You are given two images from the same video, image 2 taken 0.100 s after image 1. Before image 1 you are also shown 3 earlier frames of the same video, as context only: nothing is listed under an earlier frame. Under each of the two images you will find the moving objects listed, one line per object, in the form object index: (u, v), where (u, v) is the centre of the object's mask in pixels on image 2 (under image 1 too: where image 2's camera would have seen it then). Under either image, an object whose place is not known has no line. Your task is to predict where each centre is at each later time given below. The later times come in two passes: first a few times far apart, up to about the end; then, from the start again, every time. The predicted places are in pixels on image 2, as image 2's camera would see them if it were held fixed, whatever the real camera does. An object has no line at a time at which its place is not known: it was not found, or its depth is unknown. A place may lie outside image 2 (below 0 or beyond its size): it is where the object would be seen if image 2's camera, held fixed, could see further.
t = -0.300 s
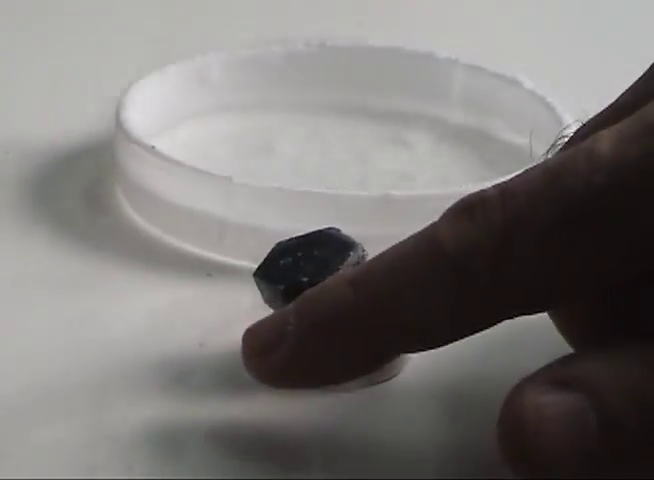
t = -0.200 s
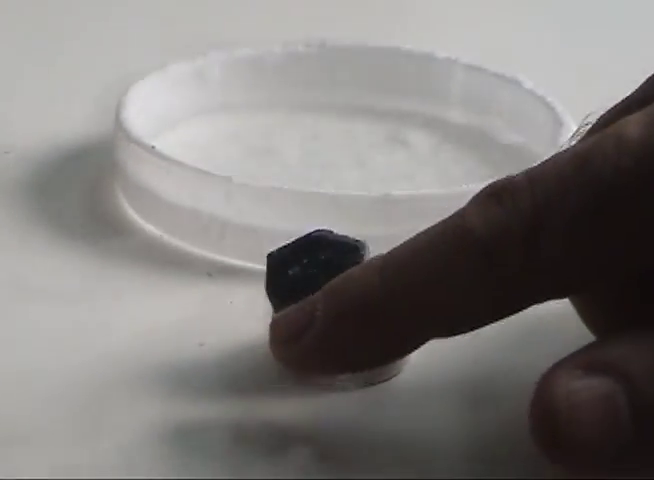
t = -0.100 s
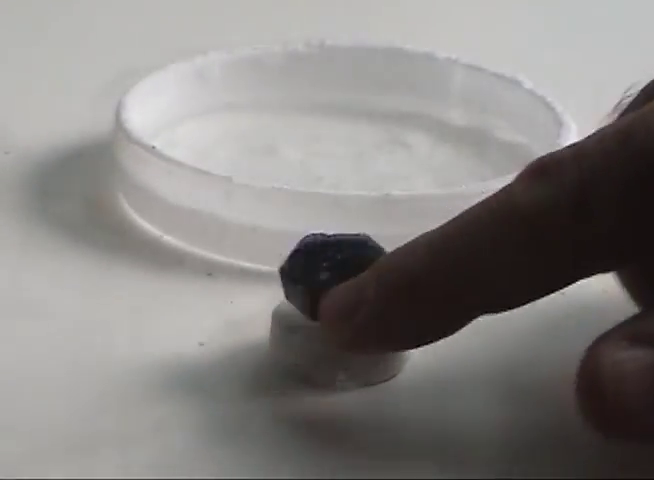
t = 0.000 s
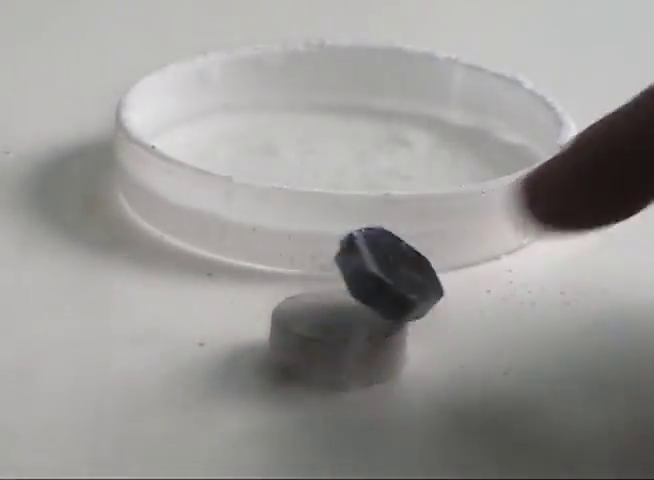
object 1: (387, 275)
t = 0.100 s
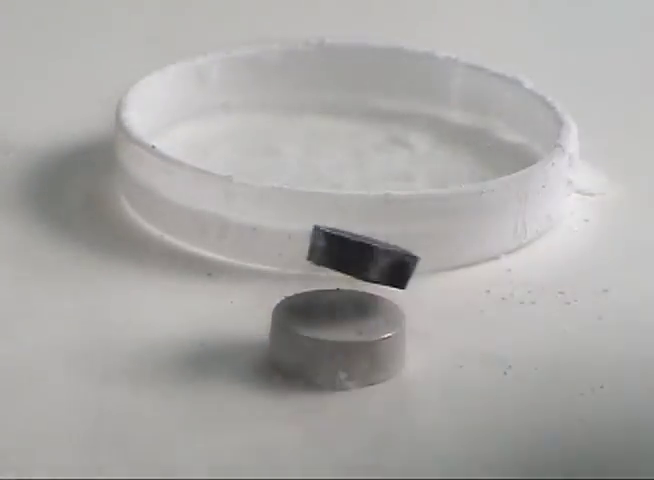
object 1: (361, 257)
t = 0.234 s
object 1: (326, 254)
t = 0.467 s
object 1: (344, 283)
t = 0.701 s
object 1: (363, 257)
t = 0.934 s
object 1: (322, 255)
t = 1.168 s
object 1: (328, 284)
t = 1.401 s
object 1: (378, 261)
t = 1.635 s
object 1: (364, 253)
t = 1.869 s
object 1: (390, 269)
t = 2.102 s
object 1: (297, 281)
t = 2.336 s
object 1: (294, 254)
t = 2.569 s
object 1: (281, 275)
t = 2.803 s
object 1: (393, 298)
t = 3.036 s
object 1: (431, 288)
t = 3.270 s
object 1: (429, 327)
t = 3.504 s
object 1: (317, 348)
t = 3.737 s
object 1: (236, 325)
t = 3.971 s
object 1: (241, 334)
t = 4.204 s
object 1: (261, 346)
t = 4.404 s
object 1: (260, 347)
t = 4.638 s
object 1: (258, 345)
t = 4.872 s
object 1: (254, 344)
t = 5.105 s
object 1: (254, 350)
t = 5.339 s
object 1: (254, 352)
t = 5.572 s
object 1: (247, 361)
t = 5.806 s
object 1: (241, 386)
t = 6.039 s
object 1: (242, 387)
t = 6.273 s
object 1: (242, 387)
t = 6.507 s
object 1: (242, 388)
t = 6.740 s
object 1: (241, 388)
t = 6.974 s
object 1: (241, 388)
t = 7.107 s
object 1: (242, 387)
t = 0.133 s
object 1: (358, 256)
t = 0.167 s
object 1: (343, 255)
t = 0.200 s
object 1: (328, 253)
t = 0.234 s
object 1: (326, 254)
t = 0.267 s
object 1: (323, 257)
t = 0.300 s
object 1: (307, 261)
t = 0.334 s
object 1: (297, 266)
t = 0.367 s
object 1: (306, 269)
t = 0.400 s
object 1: (314, 277)
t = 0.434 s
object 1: (324, 284)
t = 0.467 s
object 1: (344, 283)
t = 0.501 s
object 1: (367, 281)
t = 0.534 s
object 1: (377, 279)
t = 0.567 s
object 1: (379, 272)
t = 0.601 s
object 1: (381, 266)
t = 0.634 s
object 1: (379, 263)
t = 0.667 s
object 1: (371, 260)
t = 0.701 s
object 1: (363, 257)
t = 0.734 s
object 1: (359, 255)
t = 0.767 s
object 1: (353, 254)
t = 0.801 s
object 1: (345, 254)
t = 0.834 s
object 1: (340, 252)
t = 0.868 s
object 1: (335, 251)
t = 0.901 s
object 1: (328, 253)
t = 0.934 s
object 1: (322, 255)
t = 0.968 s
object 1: (315, 255)
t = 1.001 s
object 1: (309, 258)
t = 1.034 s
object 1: (302, 262)
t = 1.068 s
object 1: (298, 268)
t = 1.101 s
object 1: (301, 273)
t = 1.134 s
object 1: (311, 279)
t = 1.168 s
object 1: (328, 284)
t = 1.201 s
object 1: (347, 285)
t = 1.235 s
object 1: (367, 284)
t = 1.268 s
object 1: (380, 280)
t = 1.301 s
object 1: (385, 273)
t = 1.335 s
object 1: (385, 269)
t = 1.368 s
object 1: (383, 264)
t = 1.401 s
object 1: (378, 261)
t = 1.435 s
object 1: (373, 259)
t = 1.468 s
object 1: (370, 257)
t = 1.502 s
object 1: (367, 255)
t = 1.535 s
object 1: (364, 254)
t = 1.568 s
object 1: (363, 254)
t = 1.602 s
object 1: (363, 253)
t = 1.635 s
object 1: (364, 253)
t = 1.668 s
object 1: (365, 253)
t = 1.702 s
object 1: (369, 255)
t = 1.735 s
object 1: (372, 256)
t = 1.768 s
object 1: (376, 259)
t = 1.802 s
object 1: (380, 261)
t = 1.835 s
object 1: (386, 264)
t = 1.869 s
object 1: (390, 269)
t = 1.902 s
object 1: (390, 275)
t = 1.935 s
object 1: (384, 281)
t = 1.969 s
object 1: (371, 286)
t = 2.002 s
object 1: (353, 289)
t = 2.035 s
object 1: (331, 289)
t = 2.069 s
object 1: (311, 286)
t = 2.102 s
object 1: (297, 281)
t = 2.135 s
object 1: (289, 275)
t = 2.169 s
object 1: (286, 269)
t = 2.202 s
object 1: (286, 265)
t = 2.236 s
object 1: (289, 261)
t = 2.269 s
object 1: (291, 258)
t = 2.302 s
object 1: (293, 255)
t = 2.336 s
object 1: (294, 254)
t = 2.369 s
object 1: (294, 255)
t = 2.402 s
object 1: (292, 256)
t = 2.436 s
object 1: (289, 258)
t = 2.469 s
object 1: (286, 261)
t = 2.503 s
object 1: (282, 265)
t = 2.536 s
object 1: (280, 270)
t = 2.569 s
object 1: (281, 275)
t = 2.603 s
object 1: (287, 282)
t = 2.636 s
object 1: (298, 289)
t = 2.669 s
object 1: (313, 295)
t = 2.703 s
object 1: (334, 297)
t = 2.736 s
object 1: (357, 300)
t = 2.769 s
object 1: (377, 301)
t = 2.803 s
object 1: (393, 298)
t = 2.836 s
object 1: (405, 295)
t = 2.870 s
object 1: (413, 292)
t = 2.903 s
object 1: (418, 289)
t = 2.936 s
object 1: (419, 287)
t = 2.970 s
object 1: (424, 285)
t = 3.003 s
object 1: (427, 286)
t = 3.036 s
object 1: (431, 288)
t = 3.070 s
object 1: (434, 293)
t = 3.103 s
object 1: (439, 300)
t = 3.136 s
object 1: (441, 307)
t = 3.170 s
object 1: (441, 313)
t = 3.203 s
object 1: (439, 316)
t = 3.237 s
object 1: (435, 321)
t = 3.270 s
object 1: (429, 327)
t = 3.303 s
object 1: (421, 332)
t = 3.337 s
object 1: (412, 335)
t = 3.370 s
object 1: (396, 342)
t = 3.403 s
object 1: (378, 346)
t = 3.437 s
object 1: (359, 348)
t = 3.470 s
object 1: (338, 350)
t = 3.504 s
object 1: (317, 348)
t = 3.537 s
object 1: (295, 345)
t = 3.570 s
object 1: (277, 341)
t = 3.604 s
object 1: (260, 333)
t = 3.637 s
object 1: (252, 332)
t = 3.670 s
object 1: (241, 325)
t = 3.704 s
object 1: (239, 326)
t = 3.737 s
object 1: (236, 325)
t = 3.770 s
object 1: (233, 323)
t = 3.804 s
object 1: (231, 323)
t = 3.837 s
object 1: (231, 322)
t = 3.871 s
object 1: (232, 324)
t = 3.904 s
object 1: (230, 320)
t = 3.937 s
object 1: (232, 324)
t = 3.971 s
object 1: (241, 334)
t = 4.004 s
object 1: (247, 338)
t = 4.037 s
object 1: (254, 341)
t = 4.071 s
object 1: (259, 343)
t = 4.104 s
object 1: (261, 345)
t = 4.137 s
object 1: (261, 346)
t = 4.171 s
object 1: (260, 346)
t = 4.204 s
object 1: (261, 346)
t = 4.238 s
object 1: (261, 346)
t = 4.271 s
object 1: (261, 346)
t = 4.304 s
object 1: (261, 346)
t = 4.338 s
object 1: (261, 346)
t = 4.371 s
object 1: (260, 346)
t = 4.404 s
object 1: (260, 347)
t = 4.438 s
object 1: (259, 345)
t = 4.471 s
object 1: (259, 346)
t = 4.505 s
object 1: (260, 346)
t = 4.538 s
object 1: (259, 346)
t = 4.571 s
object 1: (258, 345)
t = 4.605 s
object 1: (257, 345)
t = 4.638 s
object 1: (258, 345)
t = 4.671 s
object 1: (256, 346)
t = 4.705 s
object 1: (257, 347)
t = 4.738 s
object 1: (257, 348)
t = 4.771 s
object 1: (256, 345)
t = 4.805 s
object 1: (256, 348)
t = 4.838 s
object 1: (256, 346)
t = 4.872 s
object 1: (254, 344)
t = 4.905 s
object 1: (253, 347)
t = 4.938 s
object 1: (254, 349)
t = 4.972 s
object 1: (254, 350)
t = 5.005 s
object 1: (256, 349)
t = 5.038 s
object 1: (255, 350)
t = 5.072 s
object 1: (255, 350)
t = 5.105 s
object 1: (254, 350)
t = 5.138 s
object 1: (254, 349)
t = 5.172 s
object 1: (254, 350)
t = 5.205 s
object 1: (254, 351)
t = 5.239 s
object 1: (254, 351)
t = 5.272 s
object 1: (254, 352)
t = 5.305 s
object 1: (254, 352)
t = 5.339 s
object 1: (254, 352)
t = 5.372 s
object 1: (253, 354)
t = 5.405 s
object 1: (252, 355)
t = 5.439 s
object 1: (253, 355)
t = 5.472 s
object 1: (252, 356)
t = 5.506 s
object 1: (252, 357)
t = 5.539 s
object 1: (251, 361)
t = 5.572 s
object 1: (247, 361)
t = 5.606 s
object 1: (242, 366)
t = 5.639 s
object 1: (236, 381)
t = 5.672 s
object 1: (236, 385)
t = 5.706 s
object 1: (245, 382)
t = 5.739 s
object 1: (243, 385)
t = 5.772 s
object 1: (241, 387)
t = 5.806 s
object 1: (241, 386)
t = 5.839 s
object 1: (242, 386)
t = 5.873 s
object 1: (242, 386)
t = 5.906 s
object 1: (242, 386)
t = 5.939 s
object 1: (243, 386)
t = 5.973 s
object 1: (243, 386)
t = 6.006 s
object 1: (242, 387)
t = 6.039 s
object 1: (242, 387)
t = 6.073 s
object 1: (242, 387)
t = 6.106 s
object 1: (242, 387)
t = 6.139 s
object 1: (242, 387)
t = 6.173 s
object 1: (242, 387)
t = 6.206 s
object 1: (242, 387)
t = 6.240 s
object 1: (242, 387)
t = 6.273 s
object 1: (242, 387)
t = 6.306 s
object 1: (242, 387)
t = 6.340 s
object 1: (242, 387)
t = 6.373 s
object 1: (242, 387)
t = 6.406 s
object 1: (242, 387)
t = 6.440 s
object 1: (242, 387)
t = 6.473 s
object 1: (242, 387)
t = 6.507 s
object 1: (242, 388)
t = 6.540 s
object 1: (242, 387)
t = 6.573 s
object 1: (242, 387)
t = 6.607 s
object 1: (242, 388)
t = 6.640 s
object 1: (243, 387)
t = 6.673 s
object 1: (242, 387)
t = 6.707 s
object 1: (241, 388)
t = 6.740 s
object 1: (241, 388)
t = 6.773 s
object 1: (242, 388)
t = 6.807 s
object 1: (242, 388)
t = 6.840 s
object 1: (242, 387)
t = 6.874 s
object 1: (242, 388)
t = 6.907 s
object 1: (241, 388)
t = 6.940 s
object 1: (241, 388)
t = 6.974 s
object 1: (241, 388)
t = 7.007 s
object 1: (241, 388)
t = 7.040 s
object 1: (242, 388)
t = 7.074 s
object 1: (242, 388)
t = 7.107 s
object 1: (242, 387)
